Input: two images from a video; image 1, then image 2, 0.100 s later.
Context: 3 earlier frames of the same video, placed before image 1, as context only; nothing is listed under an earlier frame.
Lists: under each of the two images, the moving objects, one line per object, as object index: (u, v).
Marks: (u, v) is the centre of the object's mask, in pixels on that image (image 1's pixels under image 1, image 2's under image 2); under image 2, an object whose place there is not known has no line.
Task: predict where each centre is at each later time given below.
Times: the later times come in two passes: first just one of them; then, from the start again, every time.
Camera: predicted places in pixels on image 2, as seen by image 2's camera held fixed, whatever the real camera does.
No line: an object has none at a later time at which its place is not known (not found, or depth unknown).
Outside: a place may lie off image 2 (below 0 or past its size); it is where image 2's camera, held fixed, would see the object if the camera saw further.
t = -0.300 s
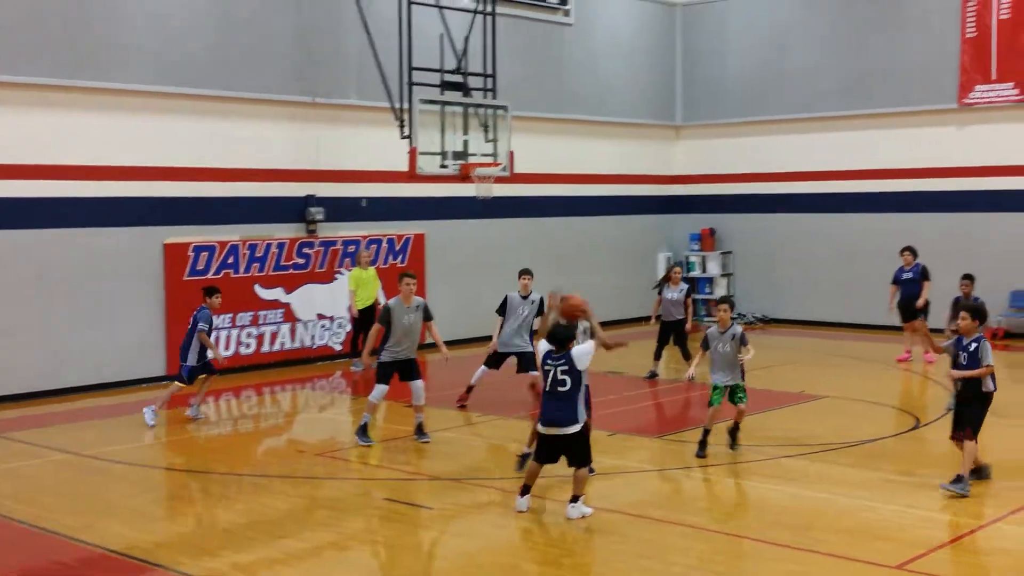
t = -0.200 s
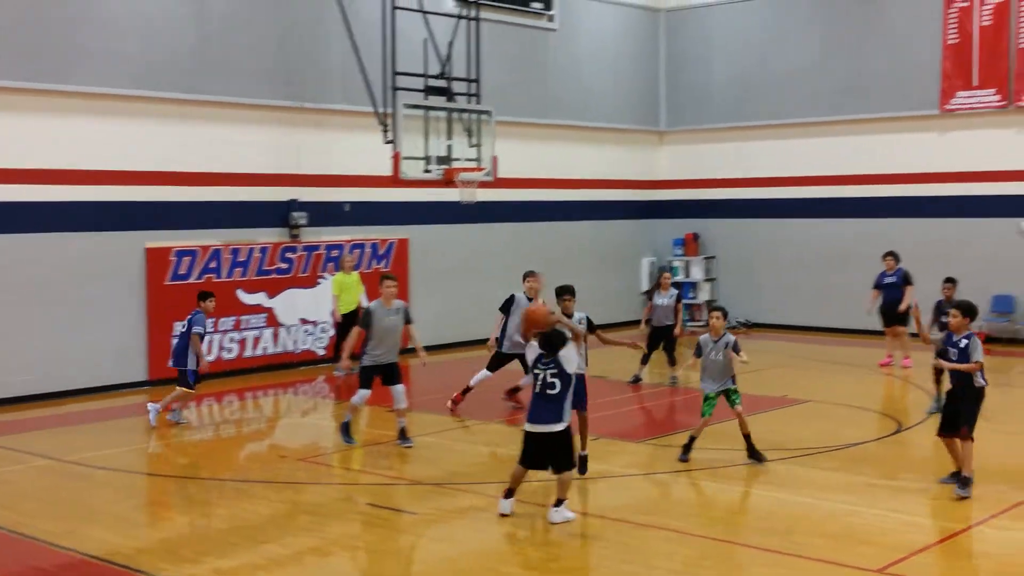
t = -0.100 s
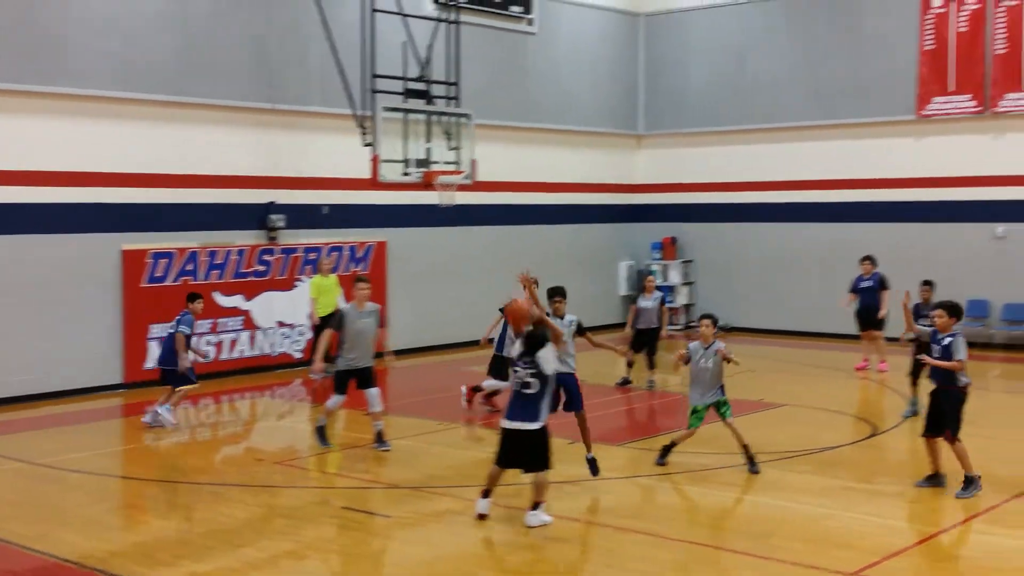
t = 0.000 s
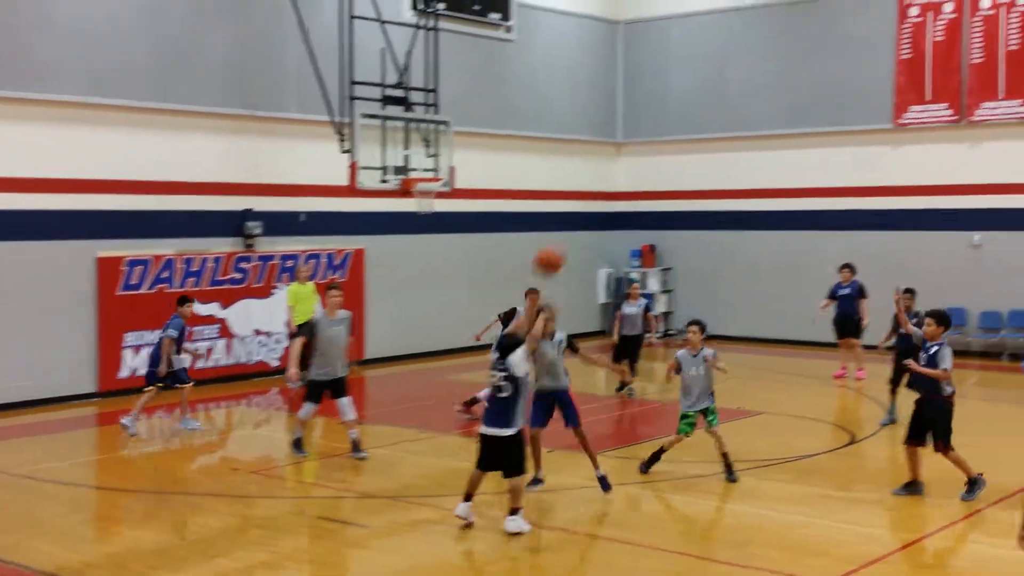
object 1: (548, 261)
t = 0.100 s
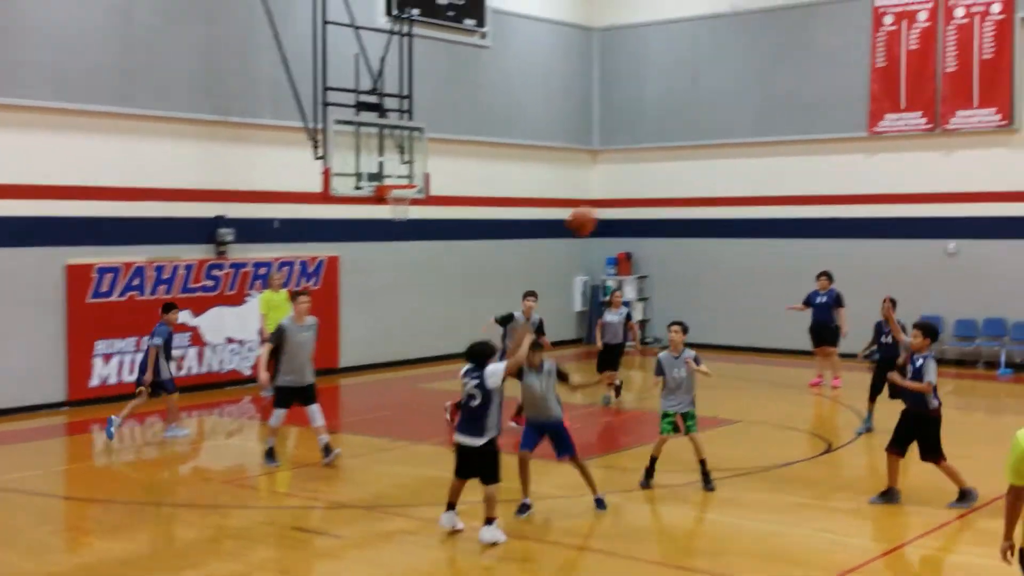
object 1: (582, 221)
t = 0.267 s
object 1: (668, 176)
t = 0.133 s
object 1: (601, 209)
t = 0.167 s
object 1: (618, 199)
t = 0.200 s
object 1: (635, 189)
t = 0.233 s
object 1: (652, 182)
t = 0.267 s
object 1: (668, 176)
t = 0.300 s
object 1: (683, 172)
